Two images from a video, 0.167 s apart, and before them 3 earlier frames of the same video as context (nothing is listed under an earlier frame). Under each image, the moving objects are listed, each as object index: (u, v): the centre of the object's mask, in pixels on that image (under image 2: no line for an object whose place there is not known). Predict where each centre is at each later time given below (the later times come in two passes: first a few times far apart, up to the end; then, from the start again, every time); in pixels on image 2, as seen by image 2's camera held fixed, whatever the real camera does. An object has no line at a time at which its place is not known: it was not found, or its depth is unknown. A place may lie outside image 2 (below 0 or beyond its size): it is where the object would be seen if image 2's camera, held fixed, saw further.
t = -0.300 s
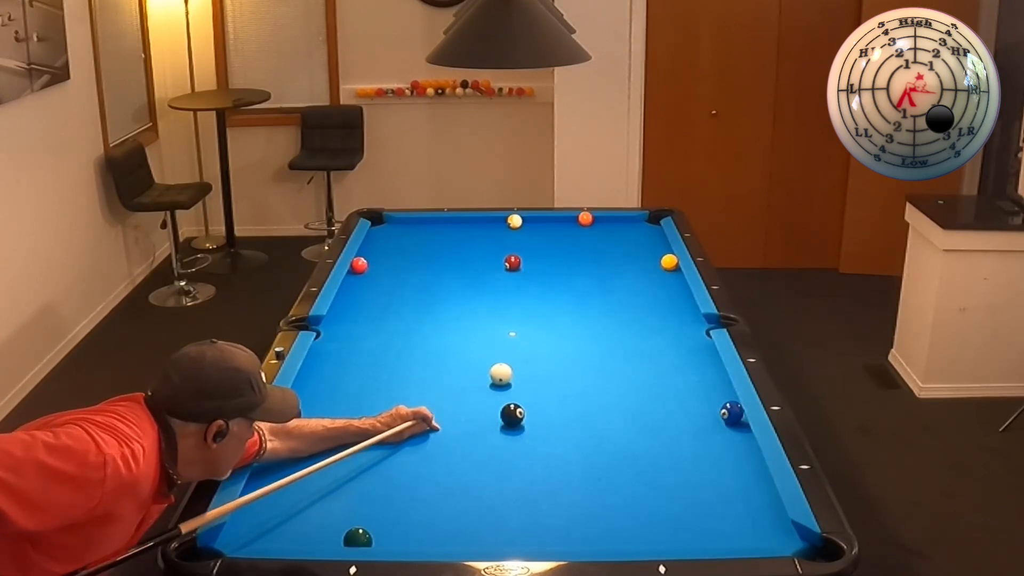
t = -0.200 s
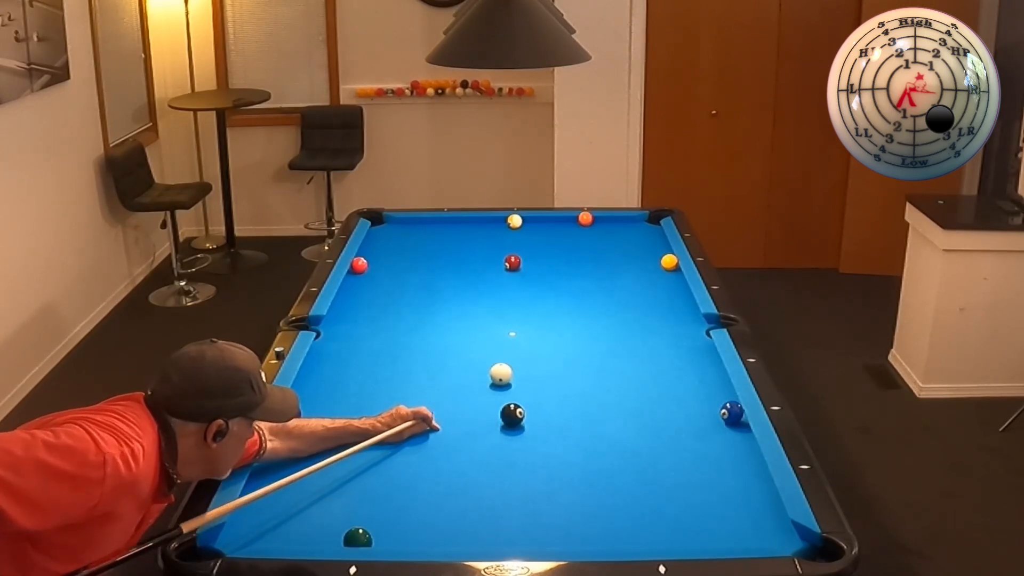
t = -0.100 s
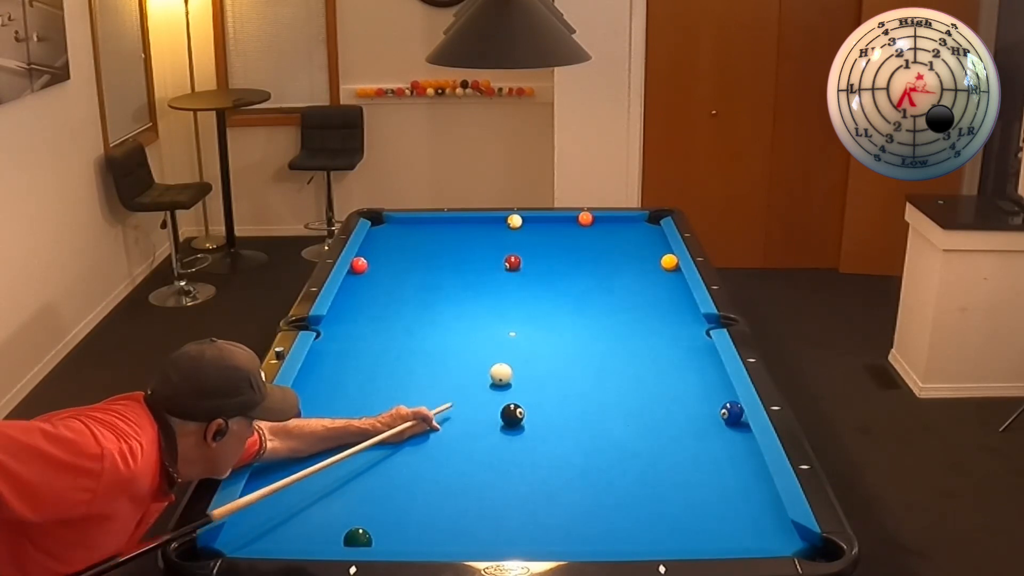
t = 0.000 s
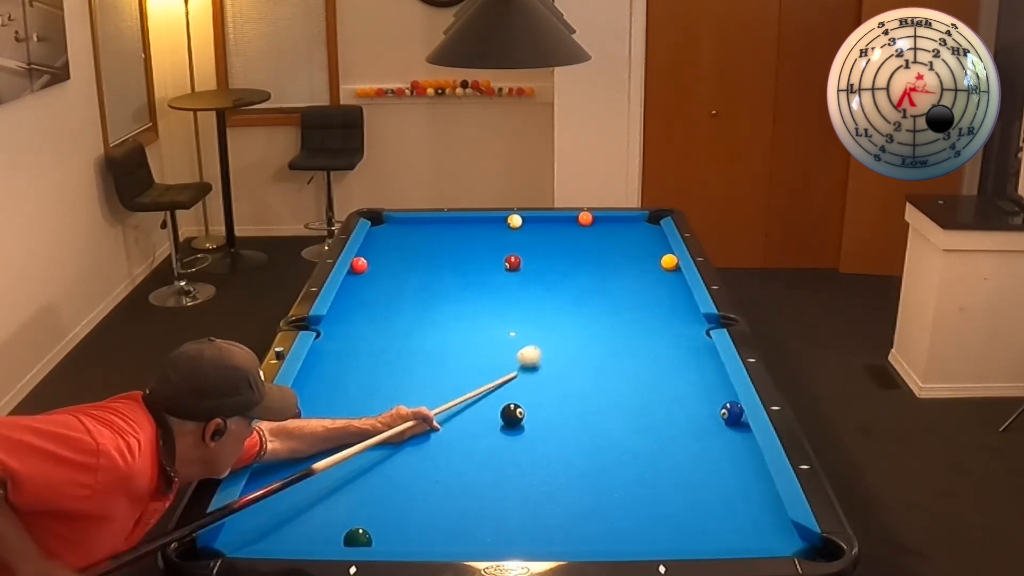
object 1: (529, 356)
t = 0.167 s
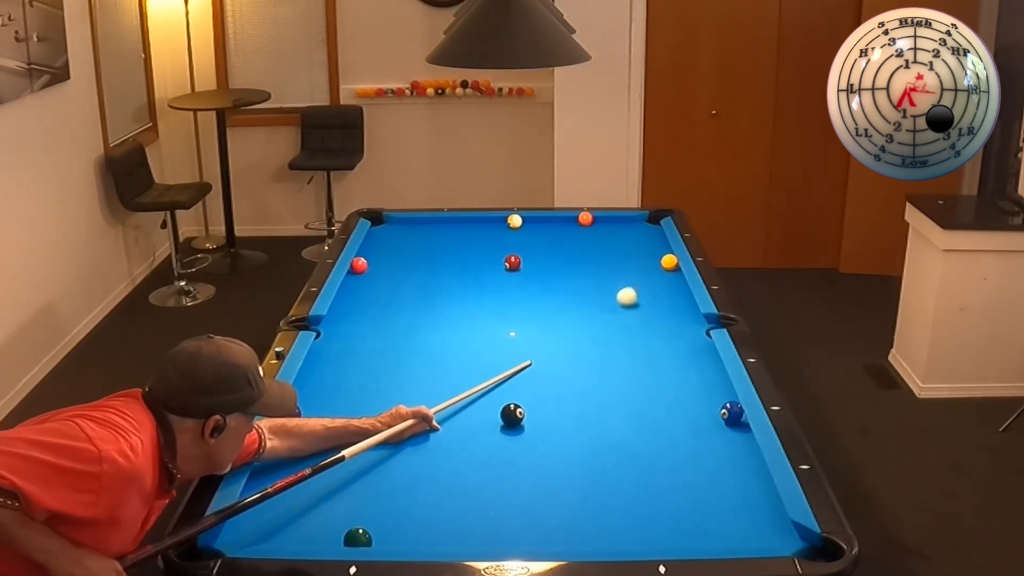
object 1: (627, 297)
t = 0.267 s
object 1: (668, 271)
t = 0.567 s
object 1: (600, 271)
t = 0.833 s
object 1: (537, 276)
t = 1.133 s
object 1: (467, 281)
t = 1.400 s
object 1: (405, 286)
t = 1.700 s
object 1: (350, 292)
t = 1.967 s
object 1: (378, 298)
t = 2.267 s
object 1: (408, 305)
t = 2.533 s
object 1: (434, 311)
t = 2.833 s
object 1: (462, 317)
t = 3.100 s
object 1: (486, 322)
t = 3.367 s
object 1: (507, 328)
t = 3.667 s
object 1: (531, 333)
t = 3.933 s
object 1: (550, 338)
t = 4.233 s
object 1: (570, 343)
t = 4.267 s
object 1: (572, 343)
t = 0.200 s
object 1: (642, 288)
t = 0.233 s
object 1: (656, 279)
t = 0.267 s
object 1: (668, 271)
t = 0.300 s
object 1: (668, 267)
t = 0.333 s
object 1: (658, 268)
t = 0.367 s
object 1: (648, 268)
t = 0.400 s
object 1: (639, 268)
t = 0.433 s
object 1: (631, 269)
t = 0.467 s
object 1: (623, 269)
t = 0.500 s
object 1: (615, 270)
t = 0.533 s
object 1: (608, 270)
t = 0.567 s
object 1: (600, 271)
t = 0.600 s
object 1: (592, 271)
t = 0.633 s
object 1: (584, 272)
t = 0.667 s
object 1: (576, 273)
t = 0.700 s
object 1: (569, 273)
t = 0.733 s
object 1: (561, 274)
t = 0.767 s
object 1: (553, 275)
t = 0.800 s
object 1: (545, 275)
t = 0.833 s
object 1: (537, 276)
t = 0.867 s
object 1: (530, 276)
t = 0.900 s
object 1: (522, 277)
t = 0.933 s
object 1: (514, 278)
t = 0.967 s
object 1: (506, 278)
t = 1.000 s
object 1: (498, 279)
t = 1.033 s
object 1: (490, 279)
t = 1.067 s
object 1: (483, 280)
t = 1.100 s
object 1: (475, 281)
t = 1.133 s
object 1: (467, 281)
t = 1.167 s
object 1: (459, 282)
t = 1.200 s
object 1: (452, 282)
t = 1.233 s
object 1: (444, 283)
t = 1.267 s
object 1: (436, 284)
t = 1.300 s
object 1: (428, 284)
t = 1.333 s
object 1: (421, 285)
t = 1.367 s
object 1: (413, 286)
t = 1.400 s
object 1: (405, 286)
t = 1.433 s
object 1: (398, 287)
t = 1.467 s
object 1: (390, 288)
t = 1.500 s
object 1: (383, 288)
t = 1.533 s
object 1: (375, 289)
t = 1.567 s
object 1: (368, 289)
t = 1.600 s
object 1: (360, 290)
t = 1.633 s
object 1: (353, 291)
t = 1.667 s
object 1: (346, 291)
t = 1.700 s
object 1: (350, 292)
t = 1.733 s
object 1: (354, 293)
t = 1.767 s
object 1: (358, 294)
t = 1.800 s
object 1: (361, 294)
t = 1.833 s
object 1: (365, 295)
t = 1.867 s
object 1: (368, 296)
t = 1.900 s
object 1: (372, 296)
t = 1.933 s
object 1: (375, 297)
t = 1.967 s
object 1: (378, 298)
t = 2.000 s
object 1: (382, 299)
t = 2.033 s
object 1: (385, 300)
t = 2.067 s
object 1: (388, 300)
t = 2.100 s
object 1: (392, 301)
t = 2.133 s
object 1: (395, 302)
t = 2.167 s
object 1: (398, 303)
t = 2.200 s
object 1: (402, 303)
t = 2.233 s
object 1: (405, 304)
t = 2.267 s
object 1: (408, 305)
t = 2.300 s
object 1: (412, 306)
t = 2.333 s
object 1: (415, 307)
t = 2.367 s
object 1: (418, 307)
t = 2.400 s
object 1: (421, 308)
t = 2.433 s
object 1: (425, 309)
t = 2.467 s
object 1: (428, 309)
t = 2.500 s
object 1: (431, 310)
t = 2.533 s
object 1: (434, 311)
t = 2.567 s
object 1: (437, 311)
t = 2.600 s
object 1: (441, 312)
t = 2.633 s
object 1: (443, 313)
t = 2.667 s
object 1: (447, 314)
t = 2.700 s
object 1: (450, 314)
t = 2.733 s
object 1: (453, 315)
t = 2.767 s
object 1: (456, 316)
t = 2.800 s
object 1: (459, 316)
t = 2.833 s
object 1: (462, 317)
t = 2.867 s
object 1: (465, 318)
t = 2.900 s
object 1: (468, 318)
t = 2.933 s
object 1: (471, 319)
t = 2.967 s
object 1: (474, 320)
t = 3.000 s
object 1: (477, 320)
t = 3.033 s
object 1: (480, 321)
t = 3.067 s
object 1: (483, 322)
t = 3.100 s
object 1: (486, 322)
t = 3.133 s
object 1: (488, 323)
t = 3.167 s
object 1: (491, 324)
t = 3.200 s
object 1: (494, 324)
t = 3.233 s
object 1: (497, 325)
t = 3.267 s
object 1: (500, 326)
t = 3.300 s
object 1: (502, 326)
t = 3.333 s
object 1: (505, 327)
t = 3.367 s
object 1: (507, 328)
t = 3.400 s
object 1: (510, 328)
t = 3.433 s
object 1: (513, 329)
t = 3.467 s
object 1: (515, 330)
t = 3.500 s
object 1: (518, 330)
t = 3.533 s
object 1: (521, 331)
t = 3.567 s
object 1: (523, 331)
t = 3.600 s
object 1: (526, 332)
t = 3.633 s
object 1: (528, 333)
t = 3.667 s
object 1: (531, 333)
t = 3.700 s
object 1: (533, 334)
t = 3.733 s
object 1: (536, 334)
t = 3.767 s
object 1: (538, 335)
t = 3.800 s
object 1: (541, 336)
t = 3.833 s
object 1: (543, 336)
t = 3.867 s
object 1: (545, 337)
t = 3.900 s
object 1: (548, 337)
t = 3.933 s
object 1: (550, 338)
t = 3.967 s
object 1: (552, 338)
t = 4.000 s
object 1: (554, 339)
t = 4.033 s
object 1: (557, 339)
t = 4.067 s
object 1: (559, 340)
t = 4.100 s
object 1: (561, 341)
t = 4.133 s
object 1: (563, 341)
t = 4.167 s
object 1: (566, 342)
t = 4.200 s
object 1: (568, 342)
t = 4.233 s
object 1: (570, 343)
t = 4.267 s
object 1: (572, 343)
